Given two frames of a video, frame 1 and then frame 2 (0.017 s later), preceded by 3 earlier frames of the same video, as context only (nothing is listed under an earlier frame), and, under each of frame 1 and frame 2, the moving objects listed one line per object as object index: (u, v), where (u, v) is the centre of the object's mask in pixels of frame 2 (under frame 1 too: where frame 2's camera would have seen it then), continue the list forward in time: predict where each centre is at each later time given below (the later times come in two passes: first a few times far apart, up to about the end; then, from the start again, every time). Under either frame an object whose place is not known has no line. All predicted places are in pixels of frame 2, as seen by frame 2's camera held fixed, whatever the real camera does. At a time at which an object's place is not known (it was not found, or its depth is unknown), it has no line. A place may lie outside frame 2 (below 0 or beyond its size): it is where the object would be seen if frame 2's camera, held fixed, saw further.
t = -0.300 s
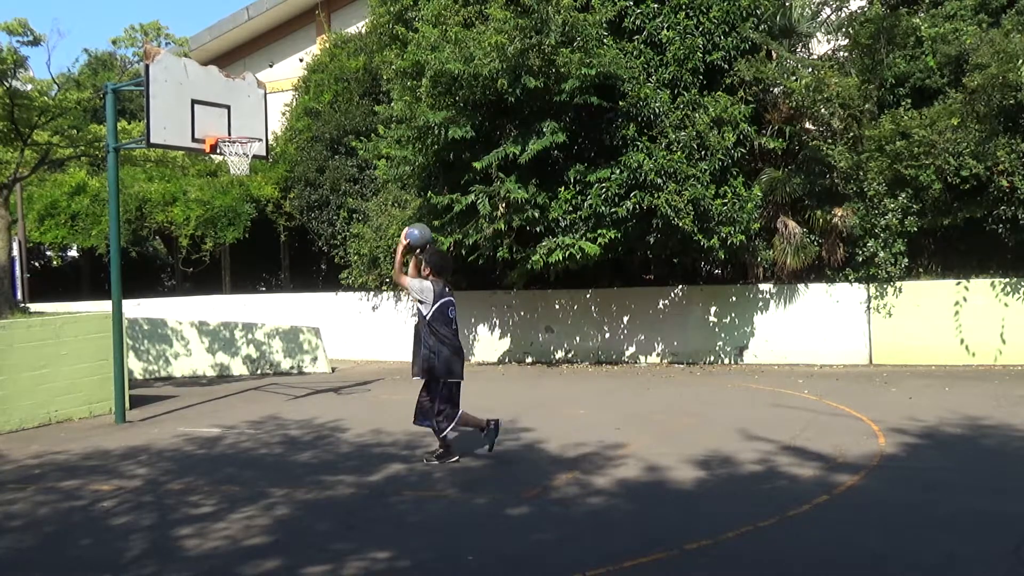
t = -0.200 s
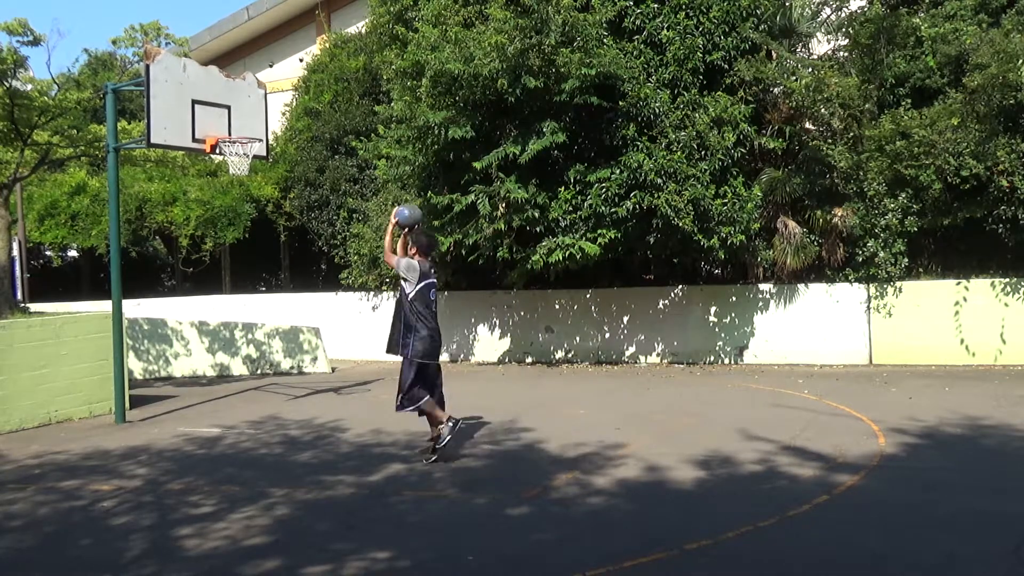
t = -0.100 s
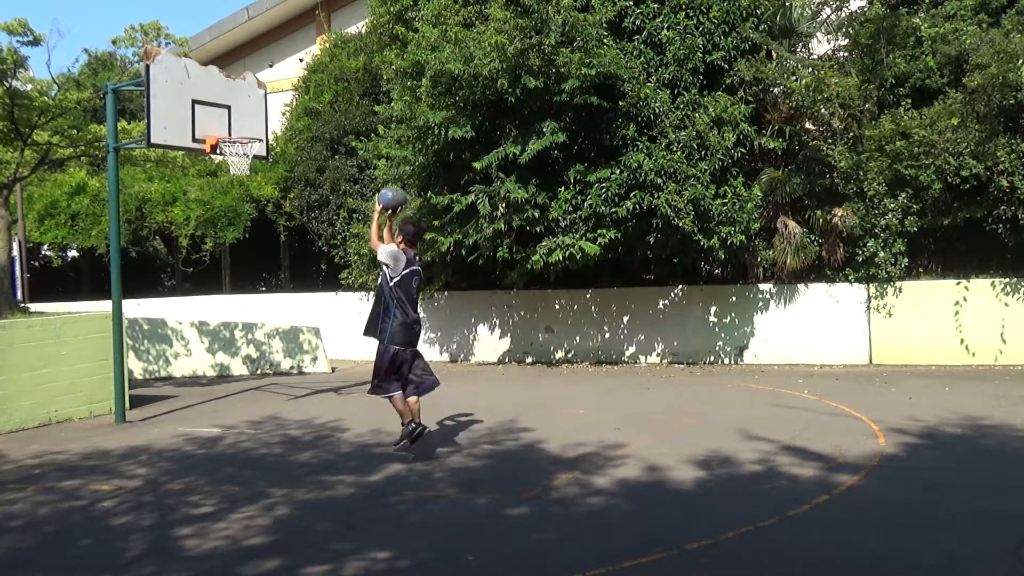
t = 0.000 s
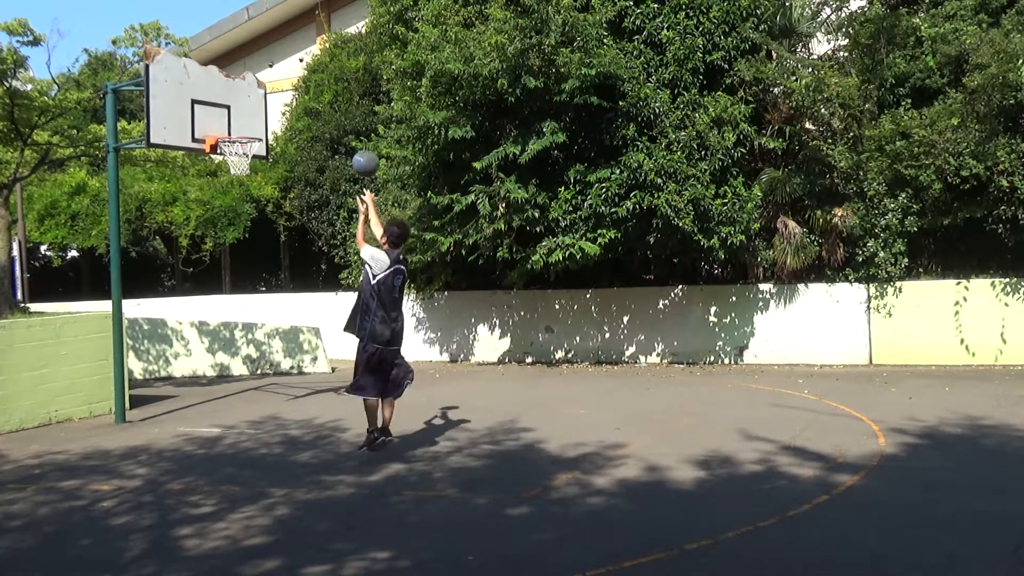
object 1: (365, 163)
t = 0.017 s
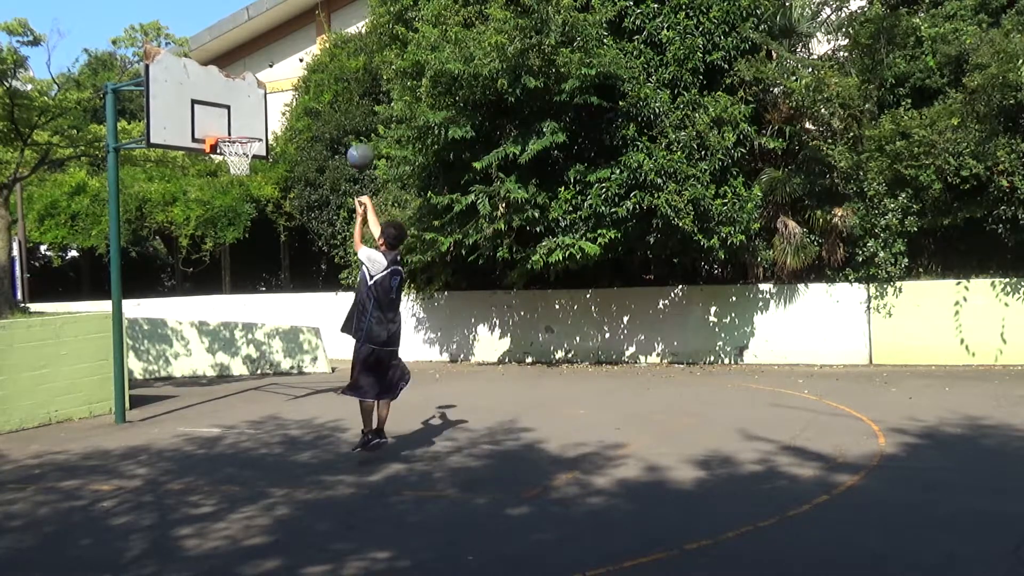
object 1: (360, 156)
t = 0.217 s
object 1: (303, 107)
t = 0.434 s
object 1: (251, 102)
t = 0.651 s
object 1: (243, 131)
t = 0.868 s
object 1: (227, 147)
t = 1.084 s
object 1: (241, 153)
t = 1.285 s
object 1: (264, 181)
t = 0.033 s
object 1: (355, 149)
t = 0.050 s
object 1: (350, 144)
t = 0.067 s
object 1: (345, 139)
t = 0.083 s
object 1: (340, 133)
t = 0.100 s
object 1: (335, 128)
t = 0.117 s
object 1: (329, 124)
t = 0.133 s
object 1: (325, 121)
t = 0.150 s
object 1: (320, 117)
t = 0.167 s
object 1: (317, 114)
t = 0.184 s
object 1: (312, 111)
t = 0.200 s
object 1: (307, 108)
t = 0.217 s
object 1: (303, 107)
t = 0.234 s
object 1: (298, 105)
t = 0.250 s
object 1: (294, 103)
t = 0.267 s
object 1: (291, 102)
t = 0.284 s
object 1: (286, 100)
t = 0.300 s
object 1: (282, 99)
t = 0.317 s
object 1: (278, 99)
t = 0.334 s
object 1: (274, 99)
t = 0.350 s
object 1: (270, 98)
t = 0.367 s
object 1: (266, 99)
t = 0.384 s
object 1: (262, 99)
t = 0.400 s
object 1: (259, 100)
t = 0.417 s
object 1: (255, 101)
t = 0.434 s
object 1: (251, 102)
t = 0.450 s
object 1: (248, 104)
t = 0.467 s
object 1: (244, 106)
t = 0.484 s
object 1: (241, 108)
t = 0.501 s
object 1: (237, 110)
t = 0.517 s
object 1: (233, 113)
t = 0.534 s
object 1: (230, 115)
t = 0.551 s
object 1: (227, 118)
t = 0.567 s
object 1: (223, 121)
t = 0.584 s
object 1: (224, 125)
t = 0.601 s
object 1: (228, 126)
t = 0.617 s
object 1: (233, 128)
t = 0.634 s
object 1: (238, 130)
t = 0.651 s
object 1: (243, 131)
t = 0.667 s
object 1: (247, 137)
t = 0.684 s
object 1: (248, 138)
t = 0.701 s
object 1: (250, 140)
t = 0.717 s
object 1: (249, 141)
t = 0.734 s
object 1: (247, 141)
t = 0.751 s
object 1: (244, 142)
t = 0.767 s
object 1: (240, 142)
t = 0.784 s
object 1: (236, 143)
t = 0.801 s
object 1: (233, 144)
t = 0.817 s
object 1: (230, 145)
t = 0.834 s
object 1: (228, 146)
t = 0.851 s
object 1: (229, 147)
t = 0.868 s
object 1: (227, 147)
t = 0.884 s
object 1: (228, 147)
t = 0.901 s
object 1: (227, 147)
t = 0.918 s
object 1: (228, 147)
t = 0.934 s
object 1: (228, 146)
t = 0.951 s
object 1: (229, 147)
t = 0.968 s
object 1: (229, 147)
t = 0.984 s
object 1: (231, 150)
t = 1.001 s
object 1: (233, 151)
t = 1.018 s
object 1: (238, 153)
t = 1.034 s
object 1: (239, 154)
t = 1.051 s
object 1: (241, 154)
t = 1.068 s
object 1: (243, 155)
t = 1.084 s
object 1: (241, 153)
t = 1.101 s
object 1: (242, 153)
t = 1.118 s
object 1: (251, 163)
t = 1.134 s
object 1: (252, 162)
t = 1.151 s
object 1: (254, 164)
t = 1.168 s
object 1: (255, 164)
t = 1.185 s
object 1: (257, 168)
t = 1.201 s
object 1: (258, 169)
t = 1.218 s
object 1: (258, 169)
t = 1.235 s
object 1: (260, 171)
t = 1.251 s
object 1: (261, 174)
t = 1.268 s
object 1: (262, 177)
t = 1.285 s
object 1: (264, 181)
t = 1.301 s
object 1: (265, 185)
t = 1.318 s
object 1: (267, 189)
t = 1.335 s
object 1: (269, 193)
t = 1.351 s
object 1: (270, 197)
